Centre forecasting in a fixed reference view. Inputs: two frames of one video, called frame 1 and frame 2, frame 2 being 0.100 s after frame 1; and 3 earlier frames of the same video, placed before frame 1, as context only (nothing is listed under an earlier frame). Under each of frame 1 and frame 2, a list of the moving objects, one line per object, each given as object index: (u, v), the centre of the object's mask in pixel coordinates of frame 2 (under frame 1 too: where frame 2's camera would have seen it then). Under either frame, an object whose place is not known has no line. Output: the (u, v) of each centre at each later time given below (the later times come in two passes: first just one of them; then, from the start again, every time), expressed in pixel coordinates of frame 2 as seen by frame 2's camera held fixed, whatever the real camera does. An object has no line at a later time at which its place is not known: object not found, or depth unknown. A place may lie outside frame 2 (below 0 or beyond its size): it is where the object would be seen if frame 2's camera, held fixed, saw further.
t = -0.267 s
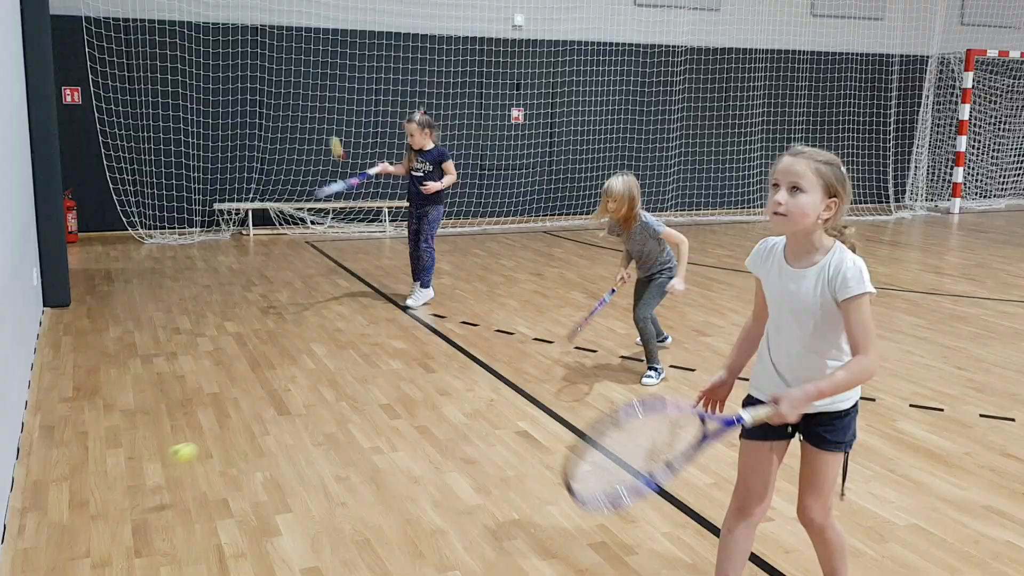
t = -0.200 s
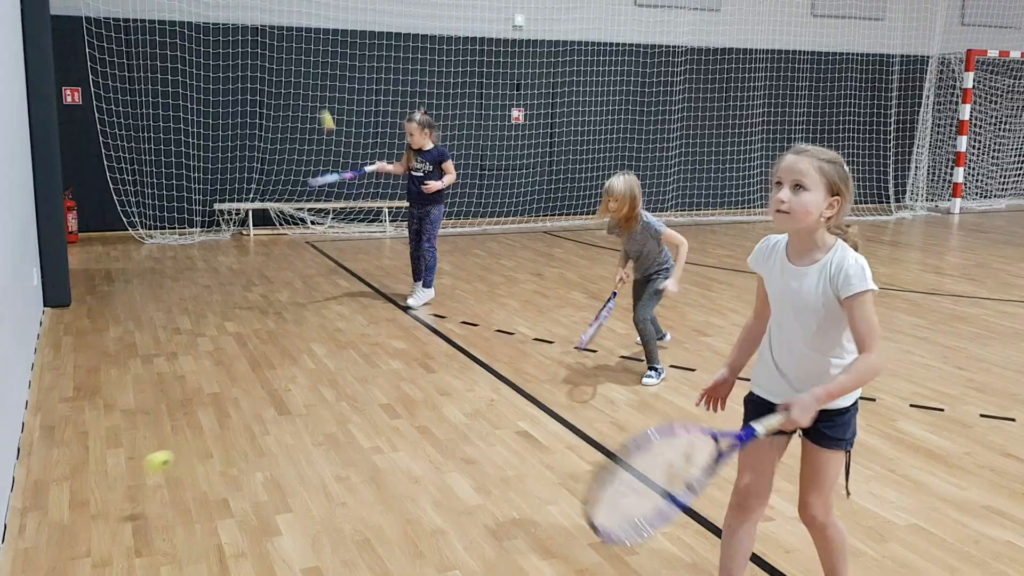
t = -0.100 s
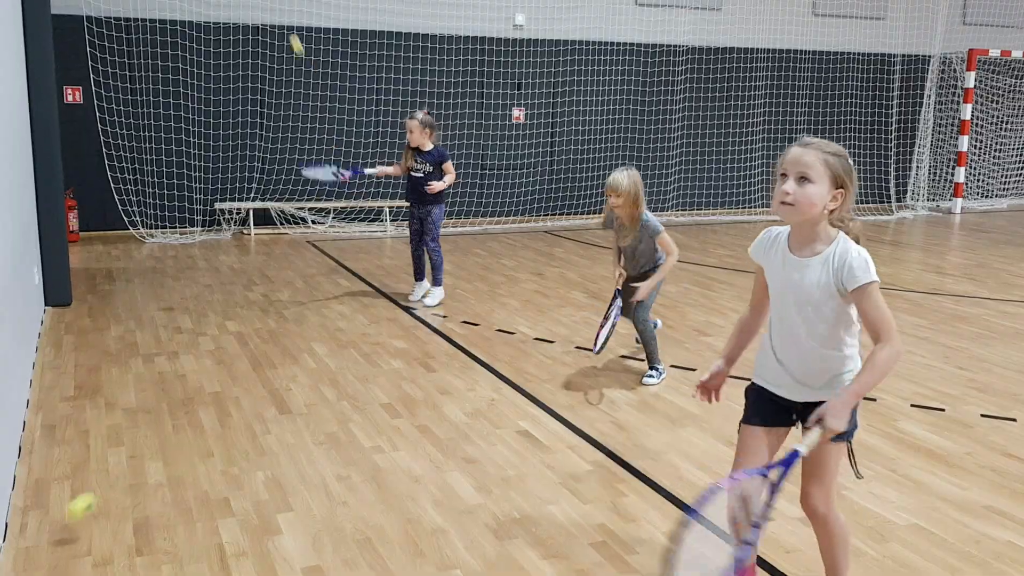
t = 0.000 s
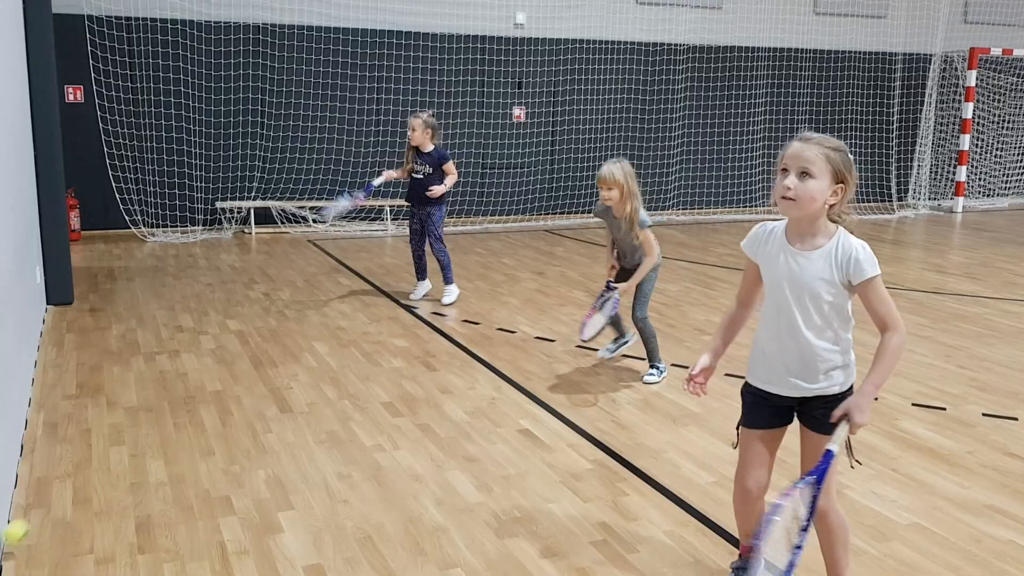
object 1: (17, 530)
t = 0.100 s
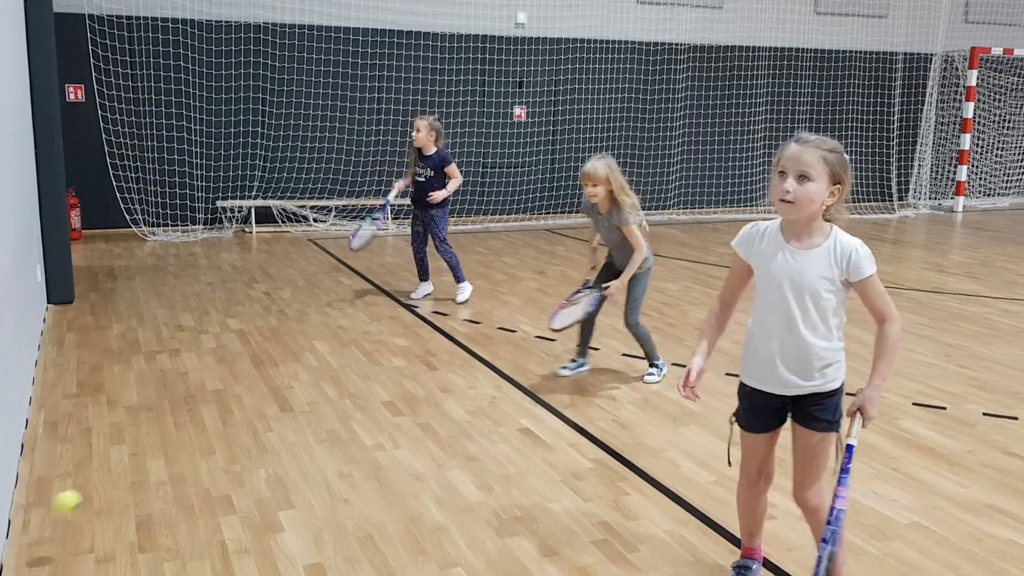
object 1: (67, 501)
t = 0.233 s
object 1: (139, 508)
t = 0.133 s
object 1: (85, 498)
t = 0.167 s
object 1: (103, 498)
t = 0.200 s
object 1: (121, 501)
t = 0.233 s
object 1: (139, 508)
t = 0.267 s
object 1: (156, 517)
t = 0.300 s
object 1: (173, 530)
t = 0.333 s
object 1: (184, 525)
